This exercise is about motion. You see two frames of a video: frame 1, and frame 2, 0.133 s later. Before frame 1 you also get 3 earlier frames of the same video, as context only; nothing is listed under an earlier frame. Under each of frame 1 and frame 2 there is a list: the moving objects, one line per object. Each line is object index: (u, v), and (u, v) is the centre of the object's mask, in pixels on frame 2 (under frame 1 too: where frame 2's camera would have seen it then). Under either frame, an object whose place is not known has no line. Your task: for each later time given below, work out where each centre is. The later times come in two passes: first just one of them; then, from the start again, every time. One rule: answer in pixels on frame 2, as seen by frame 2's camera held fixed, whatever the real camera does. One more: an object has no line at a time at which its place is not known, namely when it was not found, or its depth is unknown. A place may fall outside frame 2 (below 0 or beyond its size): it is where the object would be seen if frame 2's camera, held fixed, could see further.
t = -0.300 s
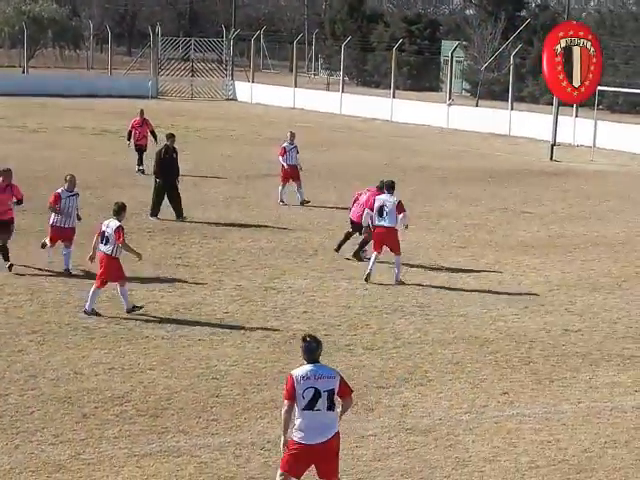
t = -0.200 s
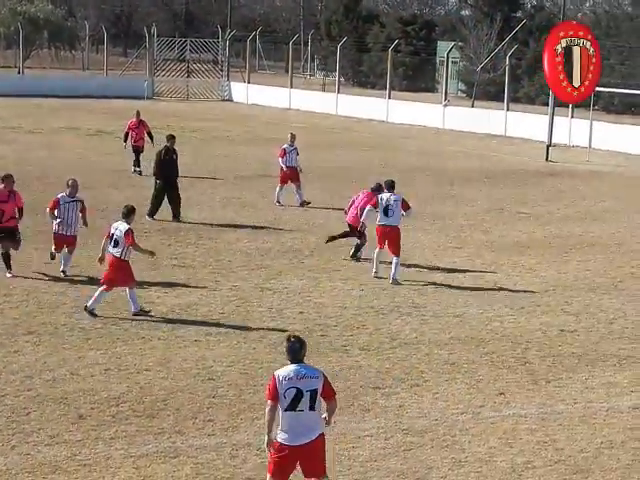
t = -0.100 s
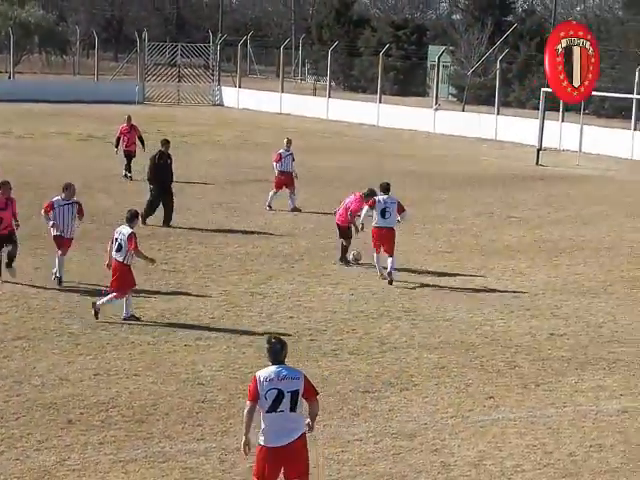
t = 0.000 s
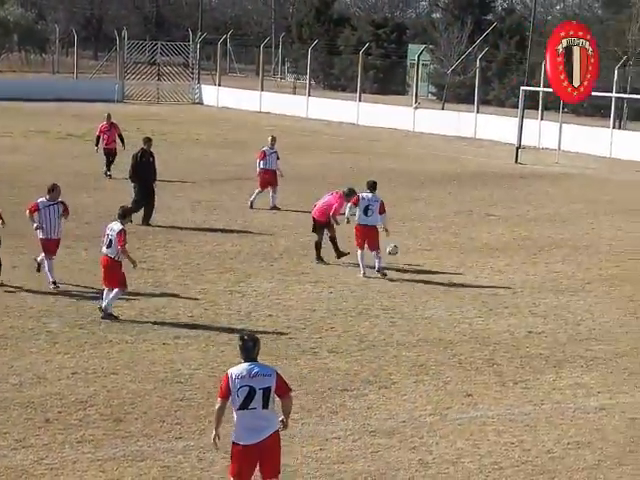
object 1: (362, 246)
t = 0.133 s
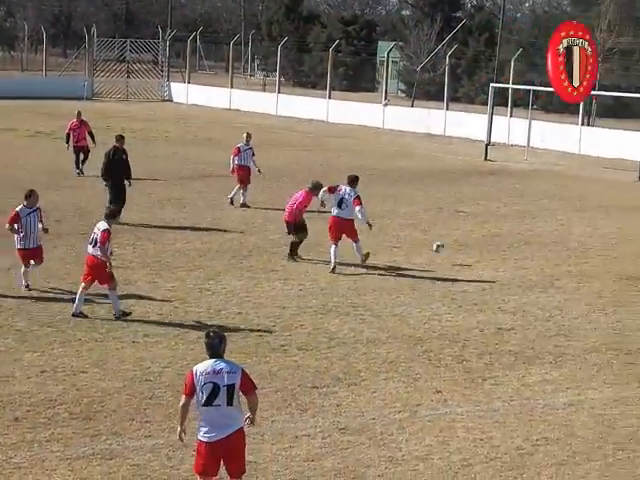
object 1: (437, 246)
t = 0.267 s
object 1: (513, 256)
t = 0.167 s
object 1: (457, 248)
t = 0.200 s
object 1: (476, 250)
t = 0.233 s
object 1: (494, 253)
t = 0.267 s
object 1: (513, 256)
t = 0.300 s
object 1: (533, 260)
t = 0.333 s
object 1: (551, 263)
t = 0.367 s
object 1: (566, 263)
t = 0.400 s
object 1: (582, 262)
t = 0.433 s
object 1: (597, 262)
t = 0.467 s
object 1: (612, 262)
